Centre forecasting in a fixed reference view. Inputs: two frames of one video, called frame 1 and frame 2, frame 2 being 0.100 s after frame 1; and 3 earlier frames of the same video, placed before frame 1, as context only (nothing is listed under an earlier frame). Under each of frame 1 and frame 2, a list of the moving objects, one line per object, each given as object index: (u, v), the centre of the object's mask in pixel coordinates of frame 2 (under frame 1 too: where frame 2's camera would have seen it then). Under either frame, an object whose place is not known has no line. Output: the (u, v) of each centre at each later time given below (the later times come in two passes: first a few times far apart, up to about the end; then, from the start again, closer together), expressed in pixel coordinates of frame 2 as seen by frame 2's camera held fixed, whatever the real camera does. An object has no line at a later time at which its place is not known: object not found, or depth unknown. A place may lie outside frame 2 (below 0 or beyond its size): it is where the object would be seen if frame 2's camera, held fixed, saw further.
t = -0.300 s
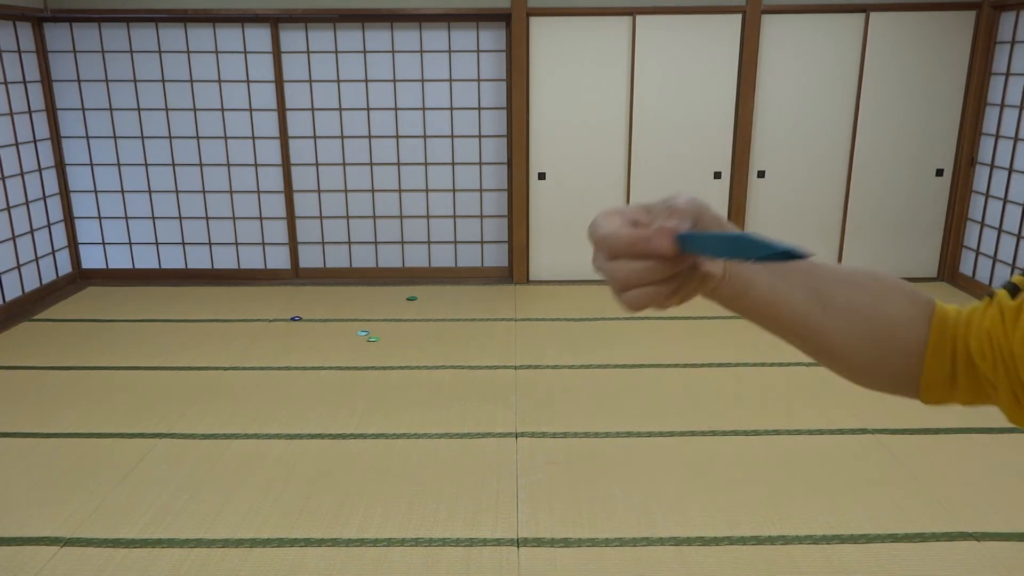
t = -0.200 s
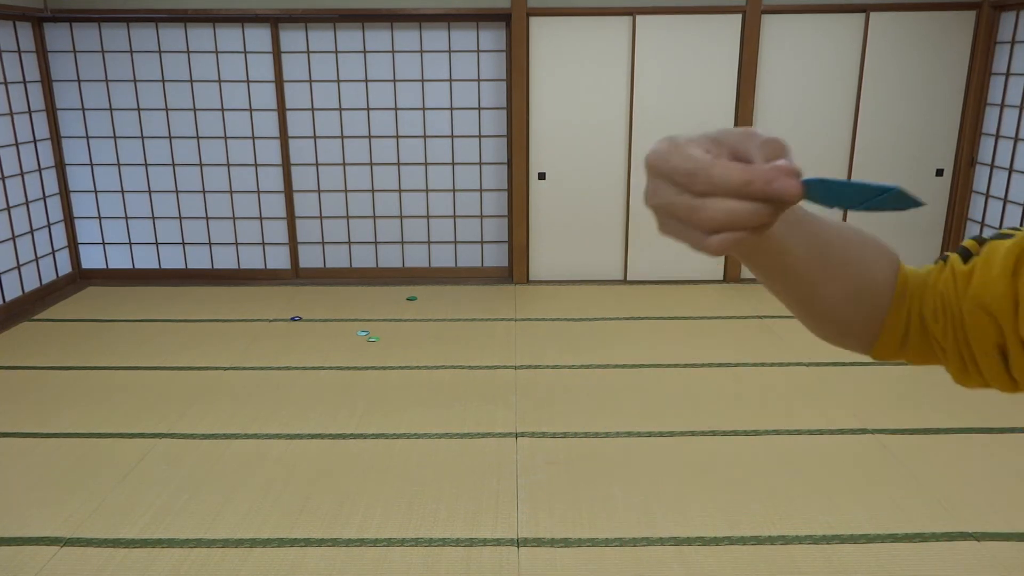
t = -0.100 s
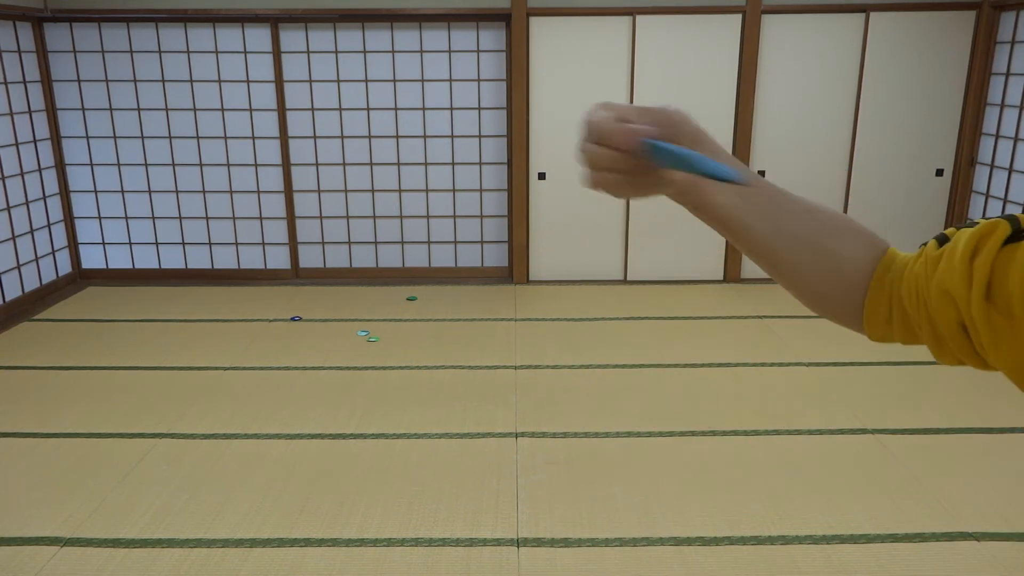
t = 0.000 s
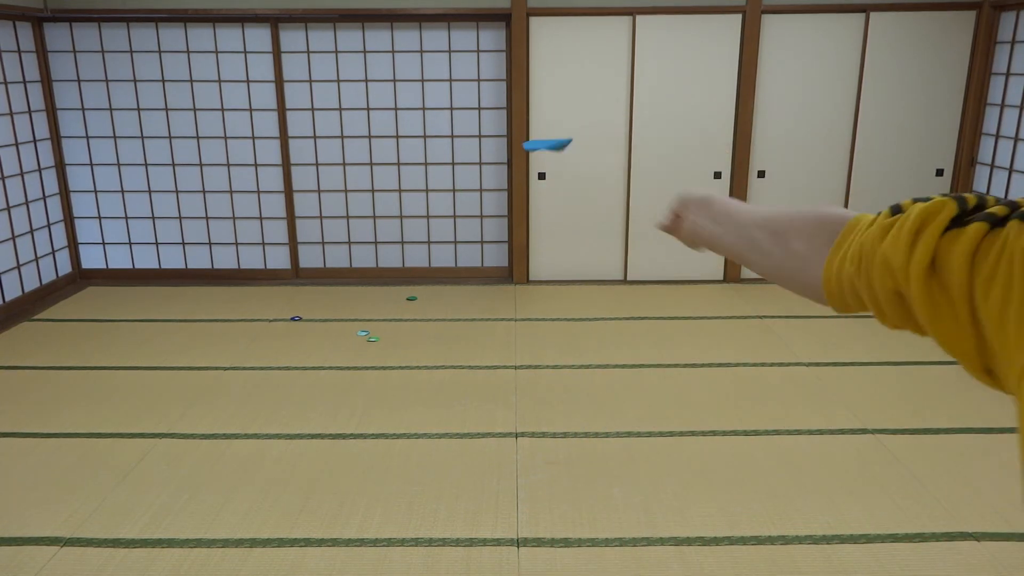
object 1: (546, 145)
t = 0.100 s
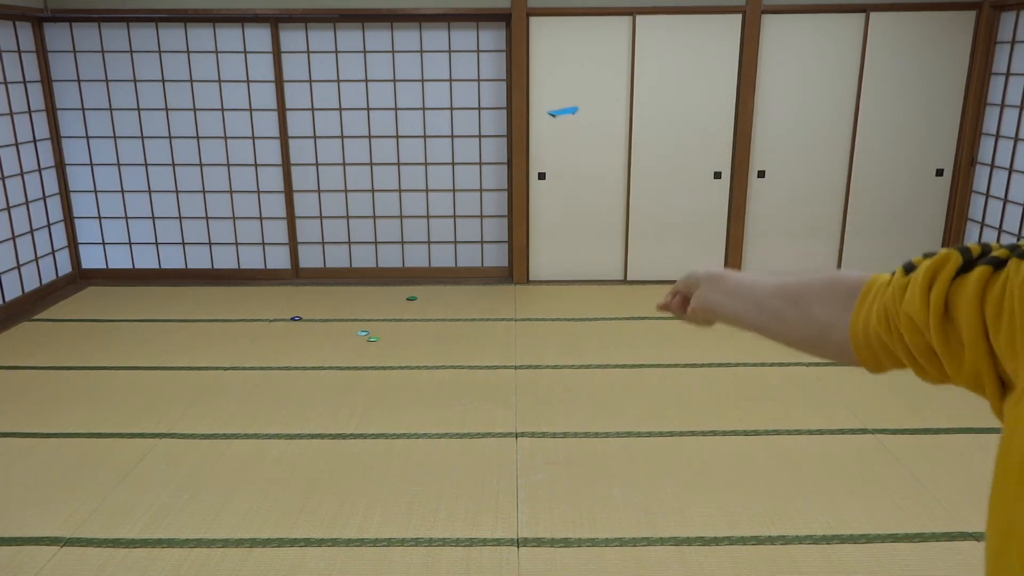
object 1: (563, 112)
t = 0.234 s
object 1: (569, 86)
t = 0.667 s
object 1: (499, 116)
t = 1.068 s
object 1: (385, 291)
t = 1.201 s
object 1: (356, 341)
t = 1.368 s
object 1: (353, 336)
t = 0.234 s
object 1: (569, 86)
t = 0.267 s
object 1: (569, 81)
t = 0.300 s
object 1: (566, 79)
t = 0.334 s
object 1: (565, 76)
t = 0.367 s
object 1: (561, 75)
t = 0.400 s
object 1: (557, 75)
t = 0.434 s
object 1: (551, 77)
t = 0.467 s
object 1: (546, 78)
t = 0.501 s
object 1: (539, 82)
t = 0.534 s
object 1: (532, 86)
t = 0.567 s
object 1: (524, 93)
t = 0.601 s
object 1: (517, 98)
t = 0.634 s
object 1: (508, 108)
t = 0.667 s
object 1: (499, 116)
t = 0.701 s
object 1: (490, 127)
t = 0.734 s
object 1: (481, 137)
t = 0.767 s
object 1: (472, 150)
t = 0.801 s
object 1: (462, 162)
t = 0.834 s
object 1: (453, 177)
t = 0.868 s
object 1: (443, 190)
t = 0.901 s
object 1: (433, 205)
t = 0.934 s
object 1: (423, 222)
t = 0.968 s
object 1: (414, 238)
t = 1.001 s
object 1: (404, 256)
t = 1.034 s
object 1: (395, 272)
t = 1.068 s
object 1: (385, 291)
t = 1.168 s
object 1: (357, 343)
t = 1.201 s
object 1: (356, 341)
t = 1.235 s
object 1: (355, 339)
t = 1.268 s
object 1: (354, 338)
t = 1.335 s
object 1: (352, 336)
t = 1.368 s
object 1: (353, 336)
